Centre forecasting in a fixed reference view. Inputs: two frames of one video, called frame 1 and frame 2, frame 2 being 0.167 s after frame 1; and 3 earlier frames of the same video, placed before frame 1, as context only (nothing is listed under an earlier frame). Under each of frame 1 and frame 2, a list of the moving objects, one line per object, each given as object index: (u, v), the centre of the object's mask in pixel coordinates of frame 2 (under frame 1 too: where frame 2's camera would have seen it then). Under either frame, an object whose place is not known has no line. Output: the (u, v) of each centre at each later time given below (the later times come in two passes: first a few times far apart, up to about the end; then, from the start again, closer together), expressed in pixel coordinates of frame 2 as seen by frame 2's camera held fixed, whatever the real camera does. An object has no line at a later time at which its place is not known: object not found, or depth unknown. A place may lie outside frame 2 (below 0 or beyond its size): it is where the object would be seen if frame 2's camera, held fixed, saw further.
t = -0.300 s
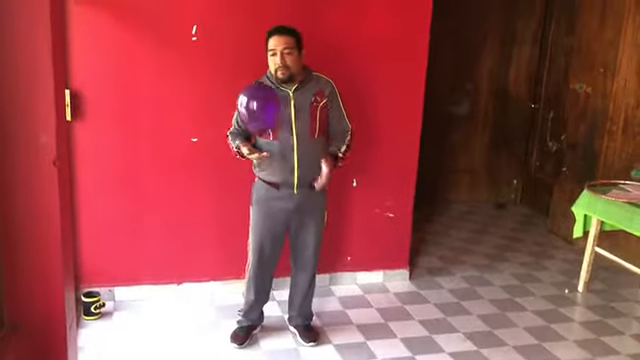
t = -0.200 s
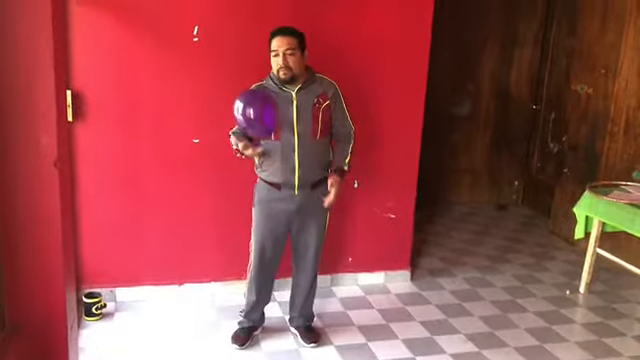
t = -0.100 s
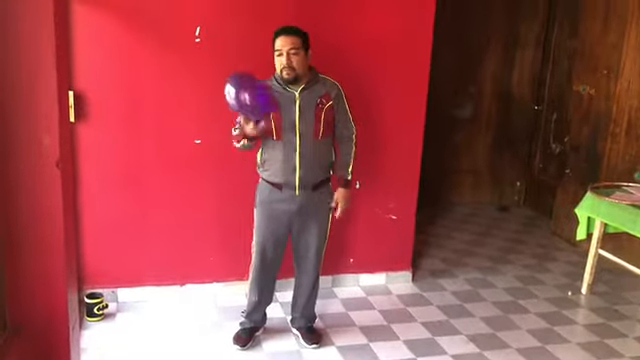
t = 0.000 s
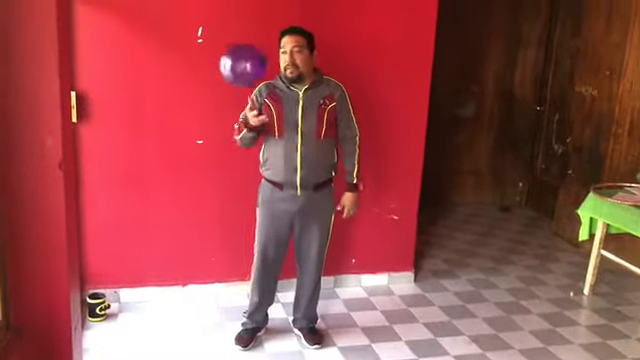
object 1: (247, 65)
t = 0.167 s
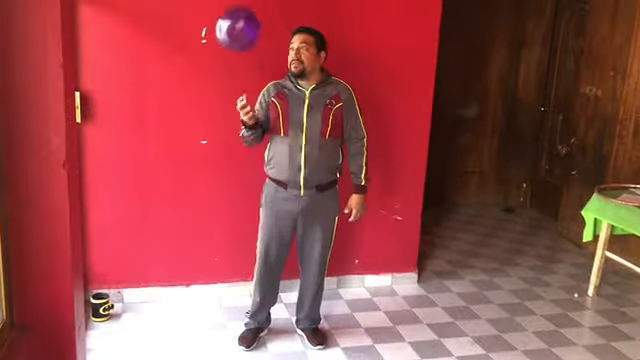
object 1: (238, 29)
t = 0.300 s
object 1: (233, 15)
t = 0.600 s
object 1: (224, 15)
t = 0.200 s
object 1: (236, 23)
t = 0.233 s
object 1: (236, 20)
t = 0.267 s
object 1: (234, 17)
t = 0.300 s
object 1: (233, 15)
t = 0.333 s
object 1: (232, 14)
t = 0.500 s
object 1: (227, 12)
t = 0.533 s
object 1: (226, 13)
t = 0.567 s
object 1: (225, 14)
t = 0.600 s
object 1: (224, 15)
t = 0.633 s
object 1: (223, 16)
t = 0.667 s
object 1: (223, 17)
